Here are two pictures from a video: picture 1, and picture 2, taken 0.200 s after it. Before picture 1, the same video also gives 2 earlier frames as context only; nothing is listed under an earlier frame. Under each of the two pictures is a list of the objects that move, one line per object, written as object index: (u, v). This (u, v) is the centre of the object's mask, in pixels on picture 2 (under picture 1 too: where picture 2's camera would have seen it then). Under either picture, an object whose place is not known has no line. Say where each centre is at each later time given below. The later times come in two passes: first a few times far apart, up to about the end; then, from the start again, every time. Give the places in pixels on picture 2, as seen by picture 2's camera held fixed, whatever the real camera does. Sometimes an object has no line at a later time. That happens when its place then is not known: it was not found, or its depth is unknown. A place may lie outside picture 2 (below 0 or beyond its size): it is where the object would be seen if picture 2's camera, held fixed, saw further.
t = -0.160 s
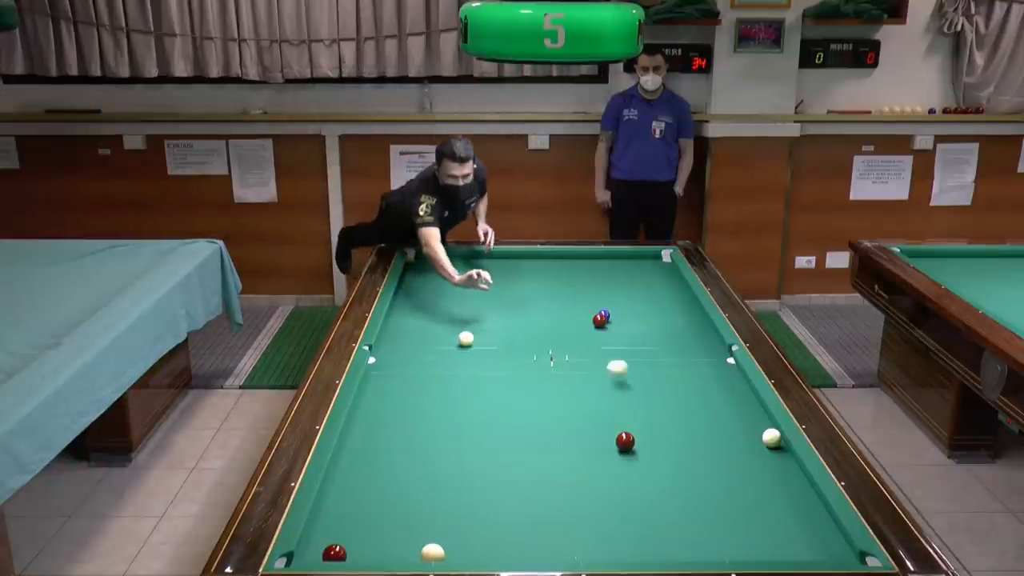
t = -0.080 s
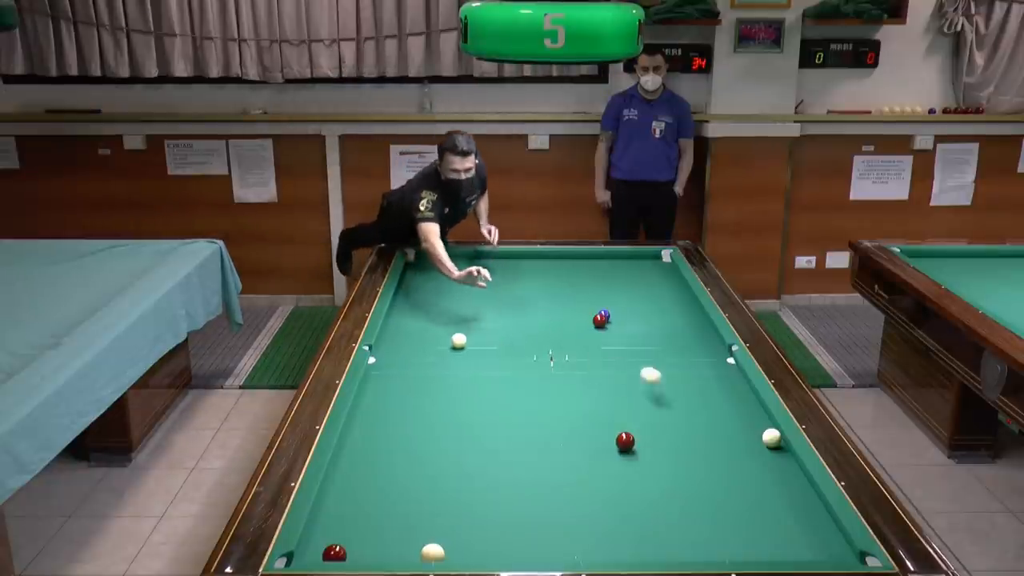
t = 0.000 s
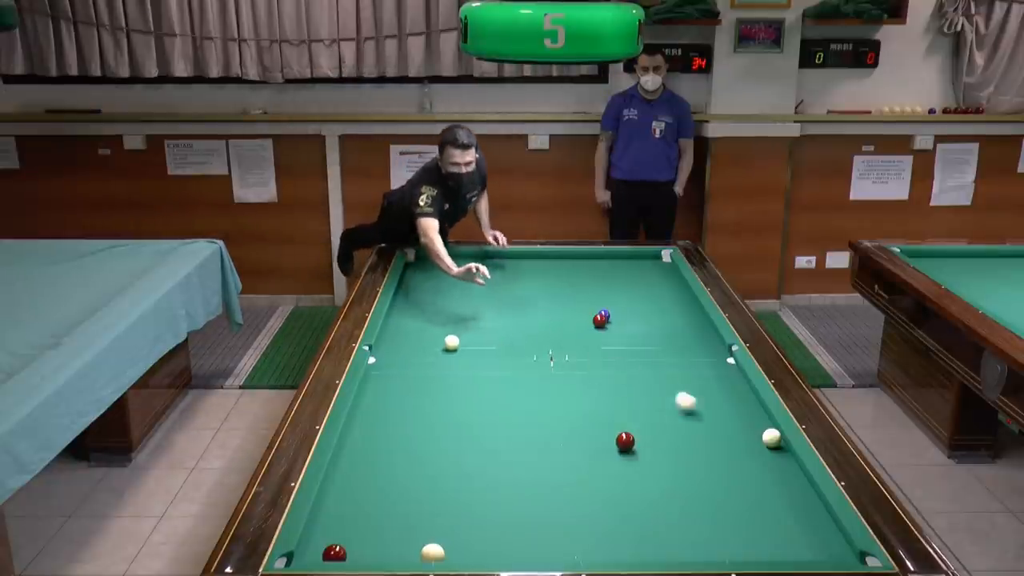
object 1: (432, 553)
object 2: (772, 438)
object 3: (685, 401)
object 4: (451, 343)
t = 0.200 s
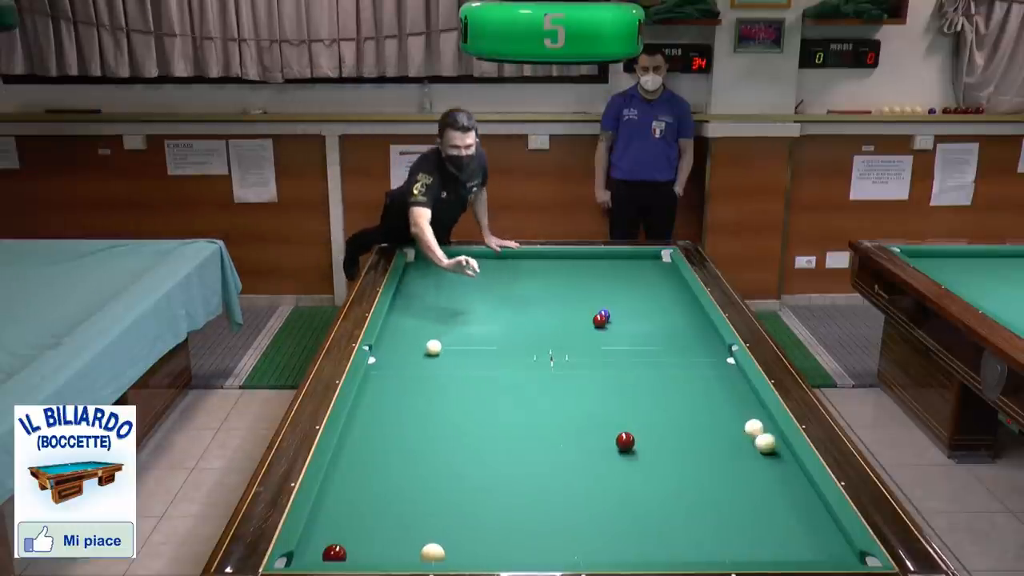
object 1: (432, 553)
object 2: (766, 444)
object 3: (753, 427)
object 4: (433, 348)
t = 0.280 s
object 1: (432, 553)
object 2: (745, 450)
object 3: (753, 435)
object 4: (426, 349)
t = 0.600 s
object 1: (432, 553)
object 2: (671, 476)
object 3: (767, 457)
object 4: (397, 357)
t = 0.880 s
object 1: (432, 553)
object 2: (602, 498)
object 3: (798, 481)
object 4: (377, 364)
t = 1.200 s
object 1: (432, 553)
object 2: (515, 526)
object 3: (807, 508)
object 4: (389, 369)
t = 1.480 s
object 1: (420, 557)
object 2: (444, 545)
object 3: (812, 532)
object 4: (398, 374)
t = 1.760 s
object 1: (389, 547)
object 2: (418, 537)
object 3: (818, 554)
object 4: (408, 379)
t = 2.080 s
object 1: (352, 535)
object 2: (398, 526)
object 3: (801, 545)
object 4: (418, 384)
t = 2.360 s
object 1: (322, 526)
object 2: (382, 517)
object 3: (785, 530)
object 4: (427, 388)
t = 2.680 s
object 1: (339, 517)
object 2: (365, 508)
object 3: (768, 516)
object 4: (437, 393)
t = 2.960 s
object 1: (352, 514)
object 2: (358, 494)
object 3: (755, 504)
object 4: (445, 396)
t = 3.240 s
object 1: (362, 512)
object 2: (352, 483)
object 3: (743, 493)
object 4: (452, 399)
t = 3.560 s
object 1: (371, 511)
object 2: (346, 471)
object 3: (730, 482)
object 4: (460, 403)
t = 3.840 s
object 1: (378, 510)
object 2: (341, 461)
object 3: (721, 473)
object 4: (466, 407)
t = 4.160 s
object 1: (384, 510)
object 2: (348, 450)
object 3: (710, 464)
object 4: (472, 410)
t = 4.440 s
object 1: (389, 509)
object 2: (355, 441)
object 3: (703, 457)
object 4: (477, 412)
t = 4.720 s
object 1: (392, 508)
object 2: (361, 433)
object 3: (695, 451)
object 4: (481, 414)
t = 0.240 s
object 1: (432, 553)
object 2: (756, 447)
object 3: (753, 429)
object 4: (429, 348)
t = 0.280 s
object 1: (432, 553)
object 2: (745, 450)
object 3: (753, 435)
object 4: (426, 349)
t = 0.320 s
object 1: (432, 553)
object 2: (735, 454)
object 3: (753, 436)
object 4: (422, 350)
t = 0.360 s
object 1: (432, 553)
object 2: (726, 458)
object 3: (753, 441)
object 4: (419, 351)
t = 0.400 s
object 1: (432, 553)
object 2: (717, 461)
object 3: (754, 442)
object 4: (415, 352)
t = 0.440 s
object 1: (432, 553)
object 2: (708, 464)
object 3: (756, 445)
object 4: (411, 353)
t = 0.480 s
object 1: (432, 553)
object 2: (699, 467)
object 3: (758, 448)
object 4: (408, 354)
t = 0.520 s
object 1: (432, 553)
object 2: (690, 470)
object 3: (760, 451)
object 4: (404, 355)
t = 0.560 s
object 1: (432, 553)
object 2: (681, 473)
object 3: (763, 454)
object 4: (401, 356)
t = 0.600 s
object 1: (432, 553)
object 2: (671, 476)
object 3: (767, 457)
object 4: (397, 357)
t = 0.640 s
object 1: (432, 553)
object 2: (662, 479)
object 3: (772, 461)
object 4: (393, 358)
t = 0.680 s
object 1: (432, 553)
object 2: (652, 483)
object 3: (776, 464)
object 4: (390, 359)
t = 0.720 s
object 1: (432, 553)
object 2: (642, 486)
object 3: (781, 468)
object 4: (387, 360)
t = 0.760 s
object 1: (432, 553)
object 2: (632, 489)
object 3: (785, 471)
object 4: (383, 361)
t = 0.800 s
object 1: (432, 553)
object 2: (622, 492)
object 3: (789, 474)
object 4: (380, 362)
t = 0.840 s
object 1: (432, 553)
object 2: (612, 495)
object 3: (794, 478)
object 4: (376, 363)
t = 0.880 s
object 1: (432, 553)
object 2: (602, 498)
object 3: (798, 481)
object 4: (377, 364)
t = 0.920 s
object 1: (432, 553)
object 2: (591, 502)
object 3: (802, 485)
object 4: (379, 364)
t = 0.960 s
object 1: (432, 553)
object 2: (581, 505)
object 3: (803, 488)
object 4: (380, 365)
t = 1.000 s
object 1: (432, 553)
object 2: (570, 509)
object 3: (803, 492)
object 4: (382, 366)
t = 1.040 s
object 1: (432, 553)
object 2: (559, 512)
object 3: (804, 495)
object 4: (383, 367)
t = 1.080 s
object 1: (432, 553)
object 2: (548, 516)
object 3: (805, 498)
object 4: (384, 367)
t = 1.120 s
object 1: (432, 553)
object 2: (537, 519)
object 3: (806, 501)
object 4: (386, 368)
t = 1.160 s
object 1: (432, 553)
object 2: (526, 523)
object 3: (806, 504)
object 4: (387, 369)
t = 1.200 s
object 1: (432, 553)
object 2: (515, 526)
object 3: (807, 508)
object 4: (389, 369)
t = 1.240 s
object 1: (432, 553)
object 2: (503, 530)
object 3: (808, 511)
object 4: (390, 370)
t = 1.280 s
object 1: (432, 553)
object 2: (492, 533)
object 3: (809, 515)
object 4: (391, 371)
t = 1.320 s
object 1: (432, 553)
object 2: (480, 537)
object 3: (810, 518)
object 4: (393, 371)
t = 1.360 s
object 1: (432, 553)
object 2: (468, 540)
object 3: (810, 522)
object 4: (394, 372)
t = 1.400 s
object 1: (432, 553)
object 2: (456, 544)
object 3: (811, 525)
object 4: (395, 373)
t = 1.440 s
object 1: (428, 554)
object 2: (449, 545)
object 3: (812, 528)
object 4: (397, 373)
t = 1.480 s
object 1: (420, 557)
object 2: (444, 545)
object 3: (812, 532)
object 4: (398, 374)
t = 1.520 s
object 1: (416, 555)
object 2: (440, 543)
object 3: (813, 536)
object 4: (400, 375)
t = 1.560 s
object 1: (413, 552)
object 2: (435, 543)
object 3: (814, 539)
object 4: (401, 376)
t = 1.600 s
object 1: (410, 551)
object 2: (430, 542)
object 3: (815, 543)
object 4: (402, 376)
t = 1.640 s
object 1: (405, 550)
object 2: (427, 541)
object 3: (816, 546)
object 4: (404, 377)
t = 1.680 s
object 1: (400, 548)
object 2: (424, 540)
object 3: (816, 547)
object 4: (405, 377)
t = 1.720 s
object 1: (395, 548)
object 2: (421, 539)
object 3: (817, 551)
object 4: (407, 378)
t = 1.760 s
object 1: (389, 547)
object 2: (418, 537)
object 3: (818, 554)
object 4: (408, 379)
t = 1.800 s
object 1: (385, 545)
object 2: (416, 536)
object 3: (818, 556)
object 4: (409, 379)
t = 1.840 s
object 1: (380, 543)
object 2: (413, 535)
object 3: (816, 554)
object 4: (410, 380)
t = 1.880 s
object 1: (375, 542)
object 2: (411, 533)
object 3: (813, 553)
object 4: (412, 381)
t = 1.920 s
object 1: (370, 541)
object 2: (408, 532)
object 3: (811, 551)
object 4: (413, 381)
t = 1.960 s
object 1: (366, 539)
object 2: (405, 530)
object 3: (808, 549)
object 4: (415, 382)
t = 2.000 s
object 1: (361, 538)
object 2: (403, 529)
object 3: (806, 547)
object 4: (416, 383)
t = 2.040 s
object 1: (357, 536)
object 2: (401, 527)
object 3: (803, 546)
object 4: (417, 383)
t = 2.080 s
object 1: (352, 535)
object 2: (398, 526)
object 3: (801, 545)
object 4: (418, 384)
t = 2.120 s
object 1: (348, 534)
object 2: (396, 525)
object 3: (799, 543)
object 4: (420, 385)
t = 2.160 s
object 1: (344, 532)
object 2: (393, 524)
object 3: (796, 541)
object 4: (421, 385)
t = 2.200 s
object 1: (339, 531)
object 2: (391, 522)
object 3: (794, 538)
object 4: (422, 386)
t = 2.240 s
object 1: (335, 530)
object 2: (388, 521)
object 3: (791, 536)
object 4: (423, 386)
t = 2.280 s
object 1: (330, 528)
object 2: (386, 519)
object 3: (789, 534)
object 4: (425, 387)
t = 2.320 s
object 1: (326, 527)
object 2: (384, 518)
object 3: (787, 532)
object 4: (426, 387)
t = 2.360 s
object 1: (322, 526)
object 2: (382, 517)
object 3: (785, 530)
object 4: (427, 388)
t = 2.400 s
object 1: (318, 524)
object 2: (380, 516)
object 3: (783, 528)
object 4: (428, 388)
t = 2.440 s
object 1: (320, 523)
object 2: (378, 514)
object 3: (780, 526)
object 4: (430, 389)
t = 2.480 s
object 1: (324, 522)
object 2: (375, 513)
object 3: (778, 524)
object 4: (431, 390)
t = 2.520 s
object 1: (327, 521)
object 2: (373, 512)
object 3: (776, 523)
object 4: (432, 390)
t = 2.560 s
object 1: (330, 520)
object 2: (371, 512)
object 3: (774, 521)
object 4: (433, 391)
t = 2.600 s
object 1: (333, 519)
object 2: (369, 511)
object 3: (772, 519)
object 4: (434, 392)
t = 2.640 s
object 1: (336, 518)
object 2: (367, 510)
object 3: (770, 518)
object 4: (436, 392)
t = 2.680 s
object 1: (339, 517)
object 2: (365, 508)
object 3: (768, 516)
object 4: (437, 393)
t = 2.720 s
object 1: (342, 516)
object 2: (363, 507)
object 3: (766, 514)
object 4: (438, 393)
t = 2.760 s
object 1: (345, 515)
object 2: (362, 505)
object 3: (764, 512)
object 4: (439, 394)
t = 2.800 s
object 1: (346, 515)
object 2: (362, 503)
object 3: (762, 511)
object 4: (440, 394)
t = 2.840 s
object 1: (348, 515)
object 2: (361, 501)
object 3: (760, 509)
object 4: (442, 395)
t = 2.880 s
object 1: (349, 514)
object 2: (360, 498)
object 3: (758, 507)
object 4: (443, 395)
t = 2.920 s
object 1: (351, 514)
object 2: (359, 496)
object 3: (757, 506)
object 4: (444, 396)
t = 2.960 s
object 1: (352, 514)
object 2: (358, 494)
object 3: (755, 504)
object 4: (445, 396)
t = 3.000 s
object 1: (354, 514)
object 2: (356, 493)
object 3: (753, 502)
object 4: (446, 397)
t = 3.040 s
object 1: (355, 514)
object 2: (355, 491)
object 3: (751, 501)
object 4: (447, 397)
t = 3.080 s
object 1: (356, 513)
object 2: (355, 490)
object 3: (750, 499)
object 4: (448, 398)
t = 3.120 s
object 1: (357, 513)
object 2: (354, 488)
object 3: (748, 497)
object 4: (449, 398)
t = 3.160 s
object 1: (359, 513)
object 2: (353, 487)
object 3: (746, 496)
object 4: (450, 399)
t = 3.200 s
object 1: (360, 513)
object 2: (352, 485)
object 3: (744, 494)
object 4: (451, 399)
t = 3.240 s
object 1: (362, 512)
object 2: (352, 483)
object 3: (743, 493)
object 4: (452, 399)
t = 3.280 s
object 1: (363, 512)
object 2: (351, 482)
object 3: (741, 491)
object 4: (453, 400)
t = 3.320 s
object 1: (364, 512)
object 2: (350, 480)
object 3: (739, 490)
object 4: (454, 400)
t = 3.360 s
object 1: (365, 512)
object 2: (349, 478)
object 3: (738, 488)
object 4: (455, 401)
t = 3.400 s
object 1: (366, 512)
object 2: (348, 477)
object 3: (737, 487)
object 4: (456, 401)
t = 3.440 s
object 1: (368, 512)
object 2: (348, 475)
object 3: (735, 486)
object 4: (457, 402)
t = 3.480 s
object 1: (369, 511)
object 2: (347, 474)
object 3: (733, 484)
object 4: (458, 402)
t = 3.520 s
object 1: (370, 511)
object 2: (346, 472)
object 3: (732, 483)
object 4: (459, 403)
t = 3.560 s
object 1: (371, 511)
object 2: (346, 471)
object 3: (730, 482)
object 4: (460, 403)
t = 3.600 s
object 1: (372, 511)
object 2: (345, 469)
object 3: (729, 481)
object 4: (460, 404)
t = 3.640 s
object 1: (373, 511)
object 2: (344, 468)
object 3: (728, 480)
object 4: (461, 404)
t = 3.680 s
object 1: (374, 511)
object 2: (344, 466)
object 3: (726, 478)
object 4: (462, 405)
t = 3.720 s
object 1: (375, 511)
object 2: (343, 465)
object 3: (725, 477)
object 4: (463, 405)
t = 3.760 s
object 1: (376, 511)
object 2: (342, 464)
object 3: (723, 476)
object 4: (464, 406)
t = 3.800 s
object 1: (377, 511)
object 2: (342, 463)
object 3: (722, 474)
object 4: (465, 406)
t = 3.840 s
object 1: (378, 510)
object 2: (341, 461)
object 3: (721, 473)
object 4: (466, 407)
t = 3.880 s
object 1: (379, 510)
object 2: (341, 460)
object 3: (719, 472)
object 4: (466, 407)
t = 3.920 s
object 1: (380, 510)
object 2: (342, 458)
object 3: (718, 471)
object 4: (467, 407)
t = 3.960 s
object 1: (381, 510)
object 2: (343, 457)
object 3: (717, 470)
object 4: (468, 408)
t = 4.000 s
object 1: (381, 510)
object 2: (344, 456)
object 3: (715, 468)
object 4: (469, 409)
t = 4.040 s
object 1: (382, 510)
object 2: (345, 454)
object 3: (714, 467)
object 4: (470, 409)
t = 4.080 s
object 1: (383, 510)
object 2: (346, 453)
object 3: (713, 466)
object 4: (471, 409)
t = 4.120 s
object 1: (384, 510)
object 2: (347, 451)
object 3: (712, 465)
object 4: (471, 409)
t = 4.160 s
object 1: (384, 510)
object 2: (348, 450)
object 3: (710, 464)
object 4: (472, 410)
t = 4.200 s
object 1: (385, 510)
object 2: (349, 449)
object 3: (709, 463)
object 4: (473, 410)
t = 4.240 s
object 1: (386, 510)
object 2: (350, 448)
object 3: (708, 462)
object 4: (474, 410)
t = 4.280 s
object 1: (386, 509)
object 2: (351, 446)
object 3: (707, 461)
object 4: (474, 411)
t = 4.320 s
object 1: (387, 509)
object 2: (352, 445)
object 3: (706, 460)
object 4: (475, 412)
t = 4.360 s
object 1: (388, 509)
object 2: (354, 443)
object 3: (705, 459)
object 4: (476, 412)
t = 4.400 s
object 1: (388, 509)
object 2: (354, 442)
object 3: (704, 458)
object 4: (476, 412)
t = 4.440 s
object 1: (389, 509)
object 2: (355, 441)
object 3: (703, 457)
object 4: (477, 412)
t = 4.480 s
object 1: (389, 509)
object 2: (356, 440)
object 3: (702, 456)
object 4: (478, 412)
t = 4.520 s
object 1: (390, 509)
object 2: (357, 439)
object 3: (701, 455)
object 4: (478, 413)
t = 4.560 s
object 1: (390, 509)
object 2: (358, 438)
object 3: (699, 454)
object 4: (479, 413)
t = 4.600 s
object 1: (391, 508)
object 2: (359, 437)
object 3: (698, 453)
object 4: (479, 413)
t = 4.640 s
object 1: (391, 508)
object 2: (360, 435)
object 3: (697, 452)
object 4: (480, 413)
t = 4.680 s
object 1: (392, 508)
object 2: (361, 434)
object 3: (696, 451)
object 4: (481, 414)
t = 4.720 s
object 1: (392, 508)
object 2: (361, 433)
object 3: (695, 451)
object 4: (481, 414)
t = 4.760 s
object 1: (393, 508)
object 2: (363, 432)
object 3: (695, 450)
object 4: (482, 414)
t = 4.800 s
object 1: (393, 508)
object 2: (364, 431)
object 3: (694, 449)
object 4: (482, 414)
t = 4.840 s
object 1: (393, 508)
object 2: (364, 430)
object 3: (693, 448)
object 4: (483, 414)
